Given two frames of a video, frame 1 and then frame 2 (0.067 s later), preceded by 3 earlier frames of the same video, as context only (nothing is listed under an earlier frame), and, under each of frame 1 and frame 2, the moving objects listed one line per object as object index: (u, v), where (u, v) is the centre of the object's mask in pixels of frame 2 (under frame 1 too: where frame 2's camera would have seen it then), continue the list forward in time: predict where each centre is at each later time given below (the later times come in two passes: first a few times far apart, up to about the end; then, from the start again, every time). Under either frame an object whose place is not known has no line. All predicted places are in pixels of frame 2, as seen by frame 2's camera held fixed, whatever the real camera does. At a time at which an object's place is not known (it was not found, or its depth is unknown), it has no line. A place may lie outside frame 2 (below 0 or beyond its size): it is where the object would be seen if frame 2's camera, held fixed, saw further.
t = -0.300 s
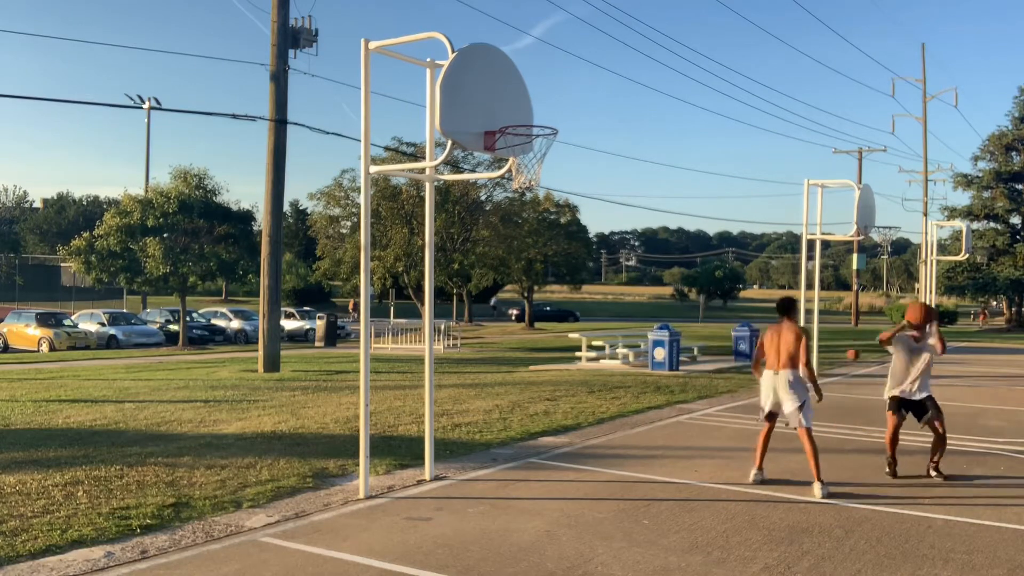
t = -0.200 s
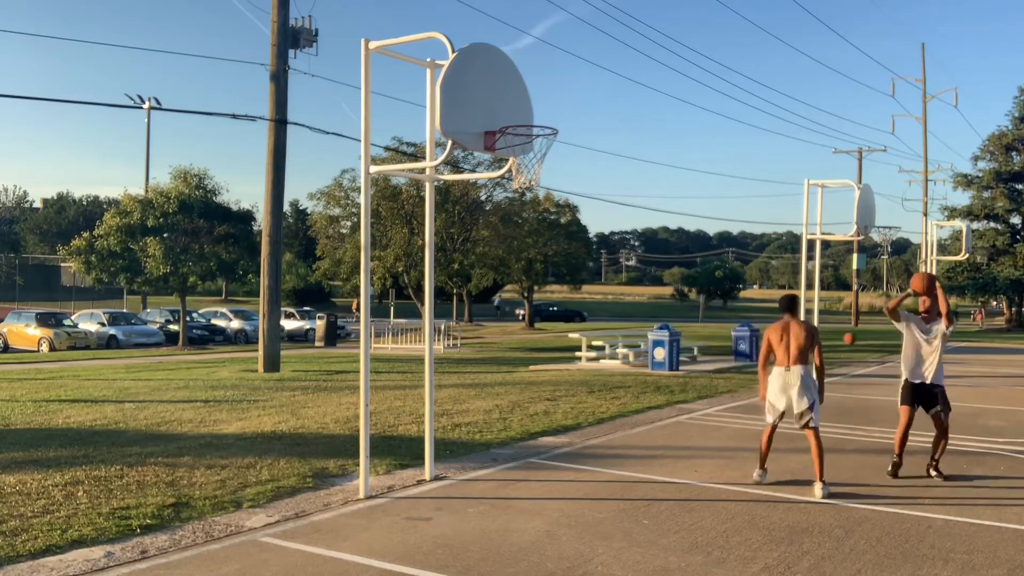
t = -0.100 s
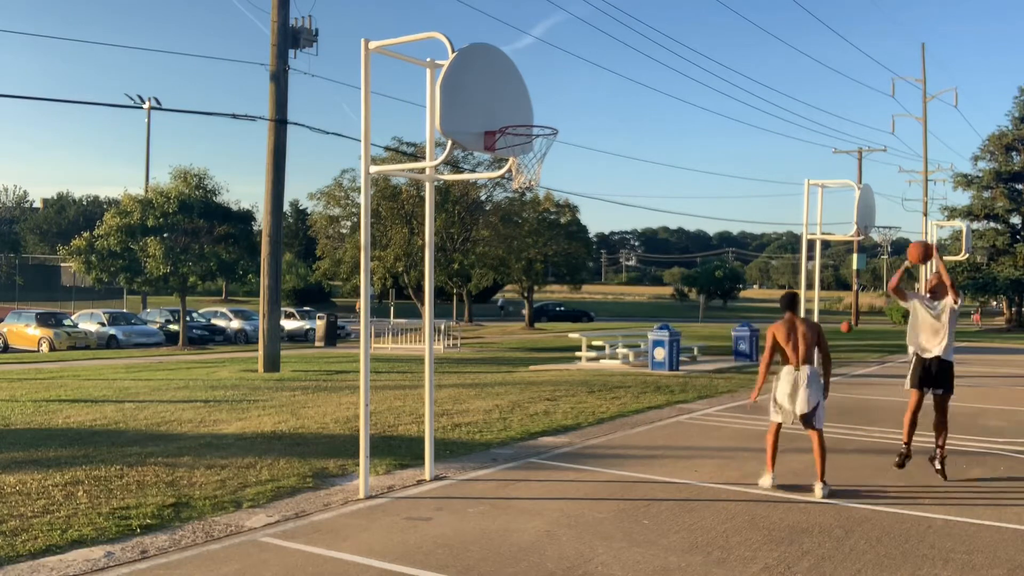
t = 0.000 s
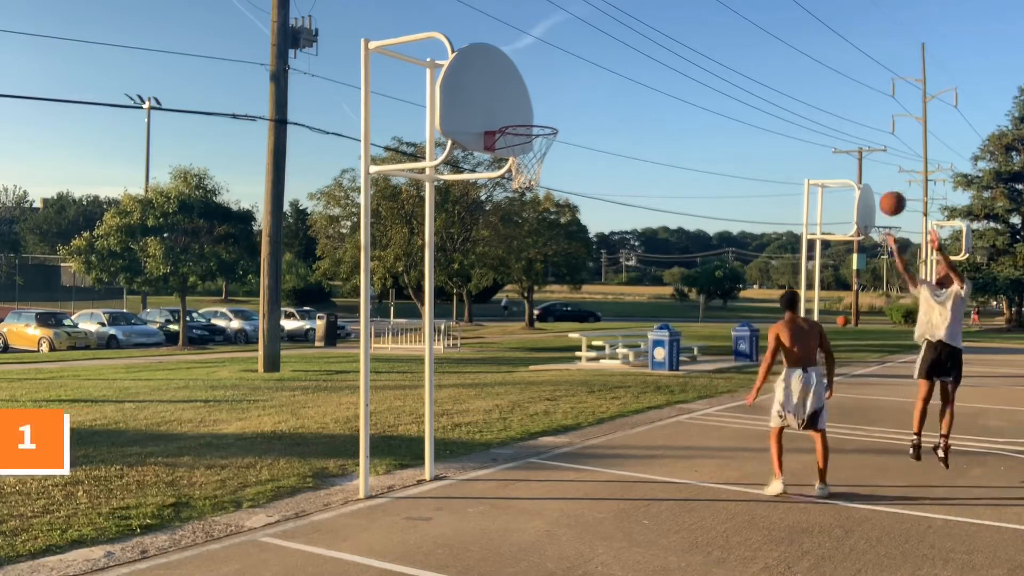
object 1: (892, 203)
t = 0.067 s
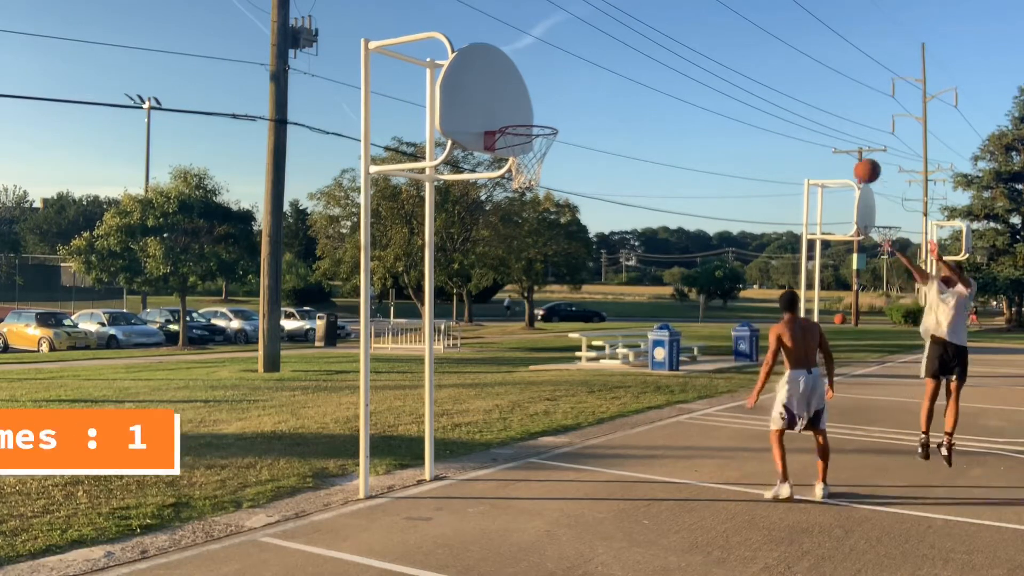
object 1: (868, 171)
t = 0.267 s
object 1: (787, 98)
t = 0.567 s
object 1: (653, 65)
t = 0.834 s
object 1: (519, 124)
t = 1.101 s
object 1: (552, 154)
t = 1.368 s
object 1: (524, 198)
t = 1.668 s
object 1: (481, 342)
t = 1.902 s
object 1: (444, 493)
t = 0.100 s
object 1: (855, 156)
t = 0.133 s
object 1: (841, 142)
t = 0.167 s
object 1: (828, 130)
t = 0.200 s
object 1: (815, 118)
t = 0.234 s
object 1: (801, 107)
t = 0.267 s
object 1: (787, 98)
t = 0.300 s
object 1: (773, 89)
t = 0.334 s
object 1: (759, 82)
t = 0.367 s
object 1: (744, 76)
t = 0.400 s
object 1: (730, 71)
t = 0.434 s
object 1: (715, 67)
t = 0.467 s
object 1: (700, 65)
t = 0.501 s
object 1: (685, 64)
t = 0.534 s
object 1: (669, 64)
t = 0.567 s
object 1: (653, 65)
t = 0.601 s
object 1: (637, 67)
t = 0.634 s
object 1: (621, 71)
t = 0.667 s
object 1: (605, 77)
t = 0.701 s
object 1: (588, 83)
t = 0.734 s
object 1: (571, 91)
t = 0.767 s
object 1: (554, 100)
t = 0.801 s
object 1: (537, 112)
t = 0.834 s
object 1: (519, 124)
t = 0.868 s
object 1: (523, 134)
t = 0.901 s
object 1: (536, 144)
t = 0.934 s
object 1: (545, 151)
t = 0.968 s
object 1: (550, 151)
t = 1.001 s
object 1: (552, 151)
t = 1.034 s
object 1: (553, 151)
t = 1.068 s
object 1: (553, 152)
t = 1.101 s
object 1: (552, 154)
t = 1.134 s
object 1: (550, 157)
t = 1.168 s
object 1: (548, 160)
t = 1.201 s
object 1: (545, 164)
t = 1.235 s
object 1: (541, 169)
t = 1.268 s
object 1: (536, 175)
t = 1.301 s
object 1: (533, 182)
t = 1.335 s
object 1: (528, 189)
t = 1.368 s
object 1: (524, 198)
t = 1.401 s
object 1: (518, 208)
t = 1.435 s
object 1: (514, 220)
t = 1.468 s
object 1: (508, 233)
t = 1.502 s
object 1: (505, 248)
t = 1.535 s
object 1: (499, 264)
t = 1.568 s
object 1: (495, 281)
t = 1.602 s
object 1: (490, 301)
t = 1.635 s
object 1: (485, 321)
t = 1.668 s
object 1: (481, 342)
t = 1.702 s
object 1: (475, 365)
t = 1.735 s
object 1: (470, 389)
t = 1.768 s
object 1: (465, 415)
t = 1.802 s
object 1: (462, 442)
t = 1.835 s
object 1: (457, 473)
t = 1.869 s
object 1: (448, 501)
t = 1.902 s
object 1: (444, 493)
